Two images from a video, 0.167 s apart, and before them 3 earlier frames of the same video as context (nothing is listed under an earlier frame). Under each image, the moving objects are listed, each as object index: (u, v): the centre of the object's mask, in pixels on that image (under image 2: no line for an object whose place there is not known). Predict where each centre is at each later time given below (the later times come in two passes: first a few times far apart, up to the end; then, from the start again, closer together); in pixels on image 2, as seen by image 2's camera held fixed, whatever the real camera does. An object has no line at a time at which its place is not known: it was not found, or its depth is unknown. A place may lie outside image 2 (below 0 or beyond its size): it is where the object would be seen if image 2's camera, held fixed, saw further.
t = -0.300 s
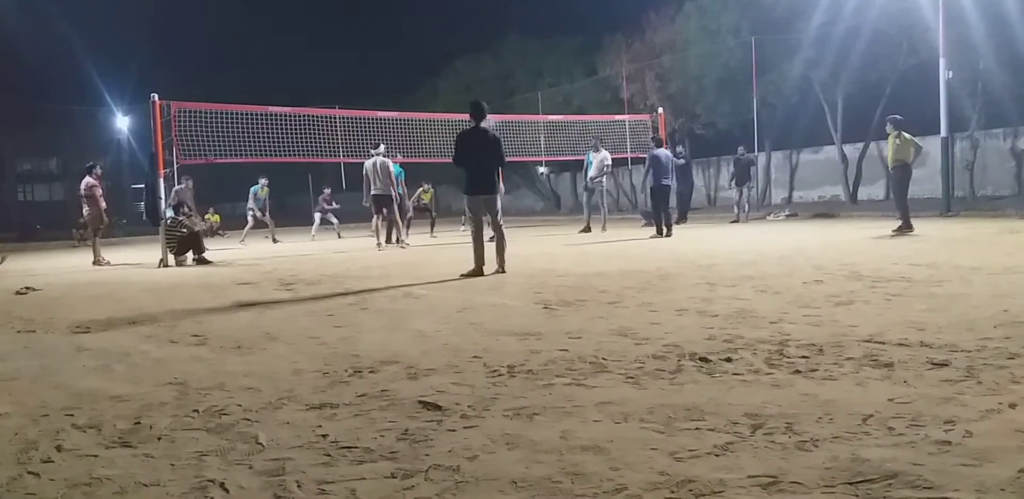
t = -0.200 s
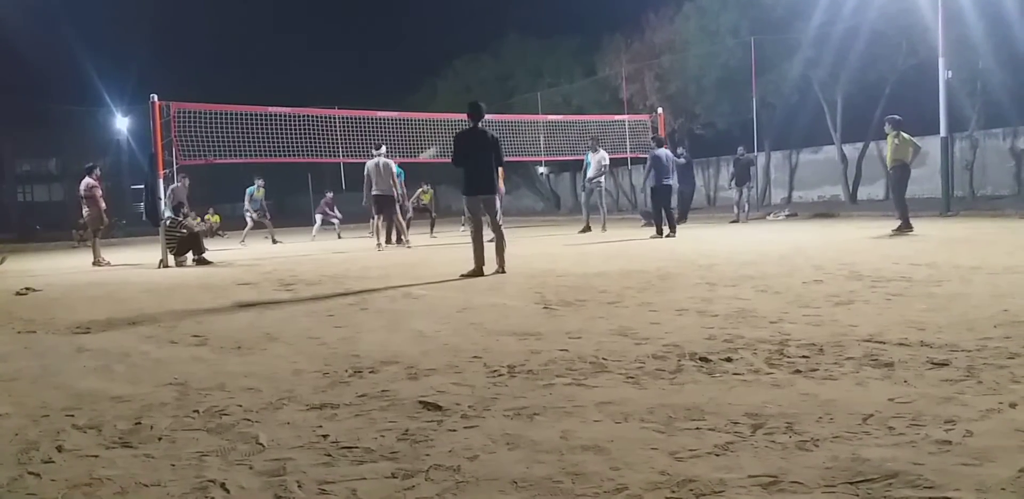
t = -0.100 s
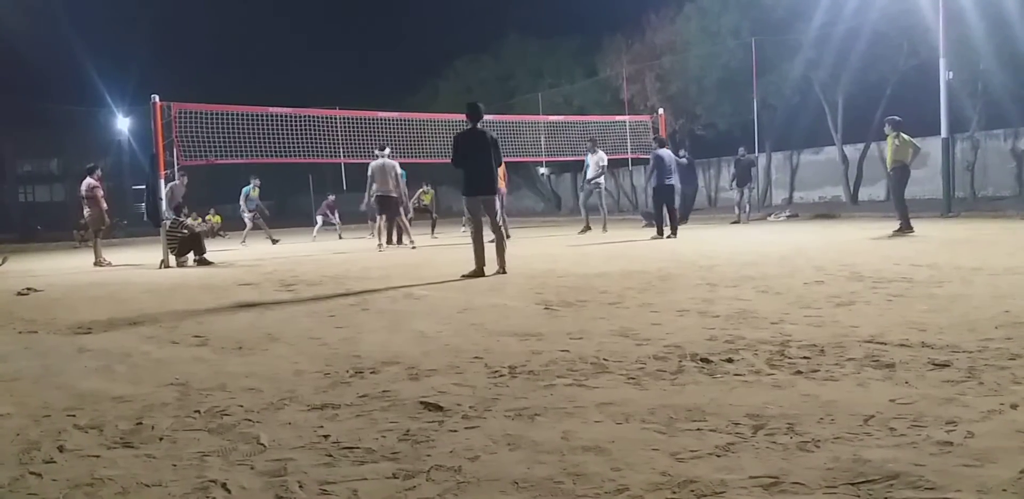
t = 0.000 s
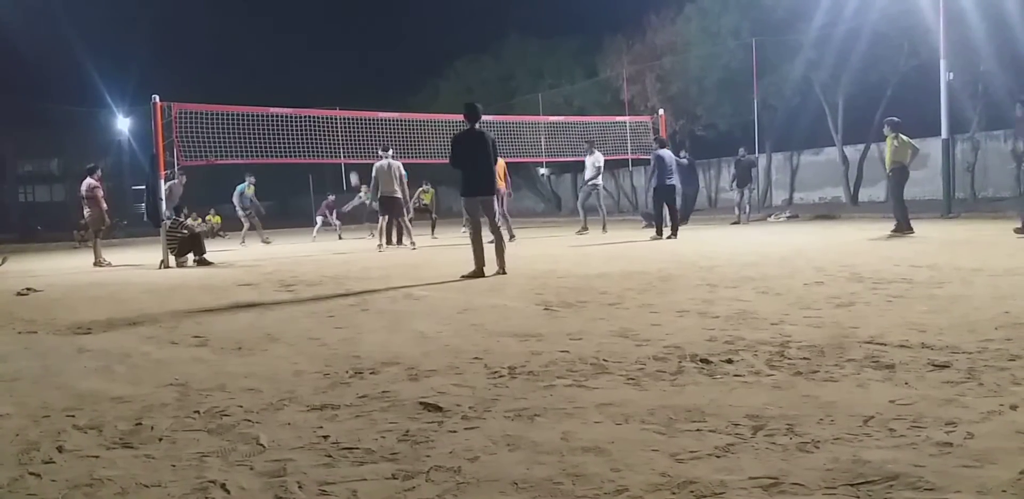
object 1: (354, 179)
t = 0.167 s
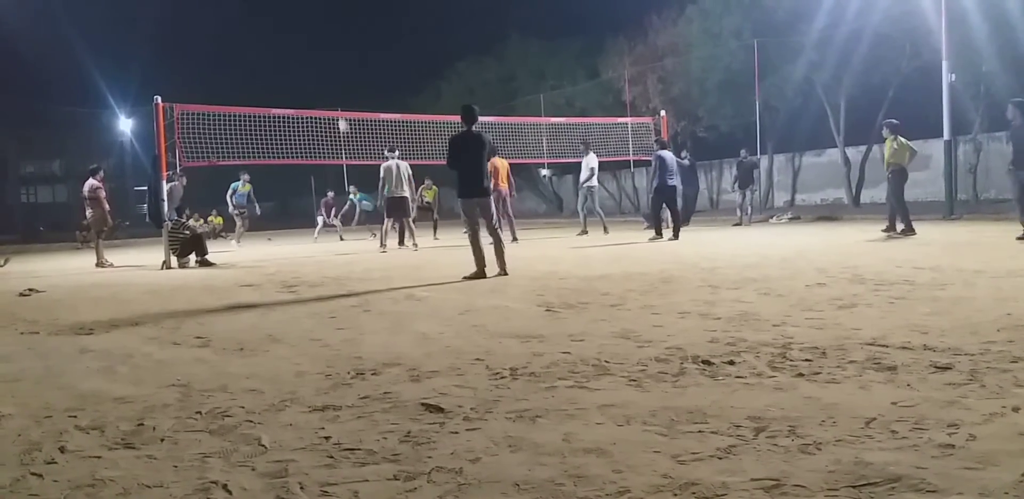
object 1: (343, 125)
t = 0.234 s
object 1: (338, 106)
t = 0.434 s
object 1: (322, 63)
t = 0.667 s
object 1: (304, 31)
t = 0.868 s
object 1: (289, 22)
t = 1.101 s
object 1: (273, 34)
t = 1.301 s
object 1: (260, 65)
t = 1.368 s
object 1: (255, 79)
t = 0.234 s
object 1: (338, 106)
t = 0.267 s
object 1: (335, 99)
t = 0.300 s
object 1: (333, 91)
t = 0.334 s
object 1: (330, 83)
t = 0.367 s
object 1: (327, 75)
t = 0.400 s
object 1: (325, 69)
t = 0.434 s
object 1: (322, 63)
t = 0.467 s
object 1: (319, 56)
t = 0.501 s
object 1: (317, 51)
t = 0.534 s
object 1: (314, 46)
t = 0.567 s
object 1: (312, 41)
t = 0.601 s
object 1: (309, 37)
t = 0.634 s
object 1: (307, 34)
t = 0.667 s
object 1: (304, 31)
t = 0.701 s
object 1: (302, 28)
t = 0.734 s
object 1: (299, 26)
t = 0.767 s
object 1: (296, 24)
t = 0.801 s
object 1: (294, 23)
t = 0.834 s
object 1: (292, 22)
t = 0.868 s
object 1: (289, 22)
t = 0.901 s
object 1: (287, 22)
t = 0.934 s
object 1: (284, 23)
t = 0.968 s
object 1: (282, 24)
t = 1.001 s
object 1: (280, 26)
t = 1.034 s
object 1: (278, 28)
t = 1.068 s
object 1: (275, 31)
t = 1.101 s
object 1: (273, 34)
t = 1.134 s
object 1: (270, 39)
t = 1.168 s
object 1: (268, 43)
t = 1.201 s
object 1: (266, 48)
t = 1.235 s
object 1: (264, 53)
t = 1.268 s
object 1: (262, 59)
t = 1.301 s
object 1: (260, 65)
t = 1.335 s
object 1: (257, 72)
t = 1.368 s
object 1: (255, 79)
